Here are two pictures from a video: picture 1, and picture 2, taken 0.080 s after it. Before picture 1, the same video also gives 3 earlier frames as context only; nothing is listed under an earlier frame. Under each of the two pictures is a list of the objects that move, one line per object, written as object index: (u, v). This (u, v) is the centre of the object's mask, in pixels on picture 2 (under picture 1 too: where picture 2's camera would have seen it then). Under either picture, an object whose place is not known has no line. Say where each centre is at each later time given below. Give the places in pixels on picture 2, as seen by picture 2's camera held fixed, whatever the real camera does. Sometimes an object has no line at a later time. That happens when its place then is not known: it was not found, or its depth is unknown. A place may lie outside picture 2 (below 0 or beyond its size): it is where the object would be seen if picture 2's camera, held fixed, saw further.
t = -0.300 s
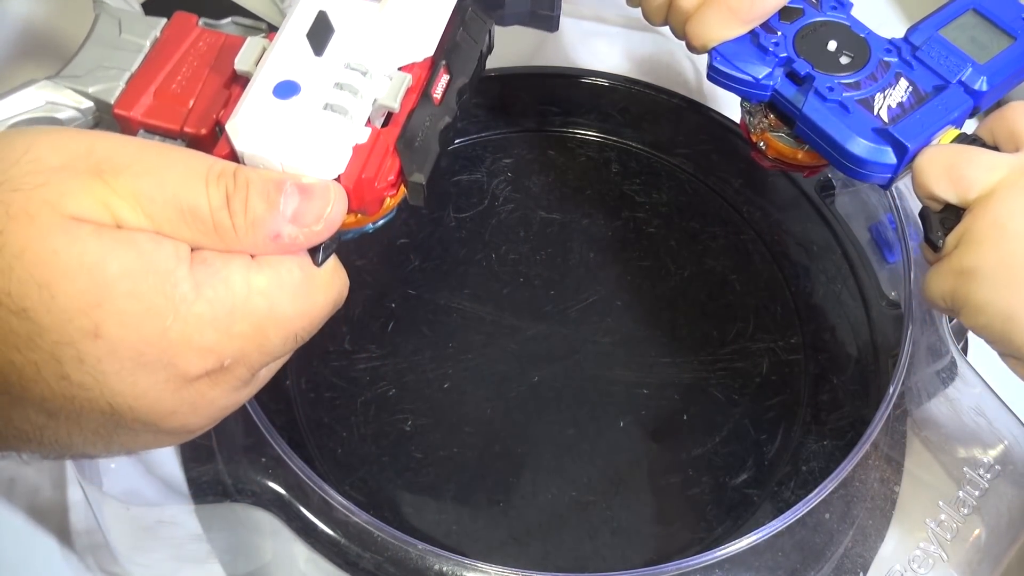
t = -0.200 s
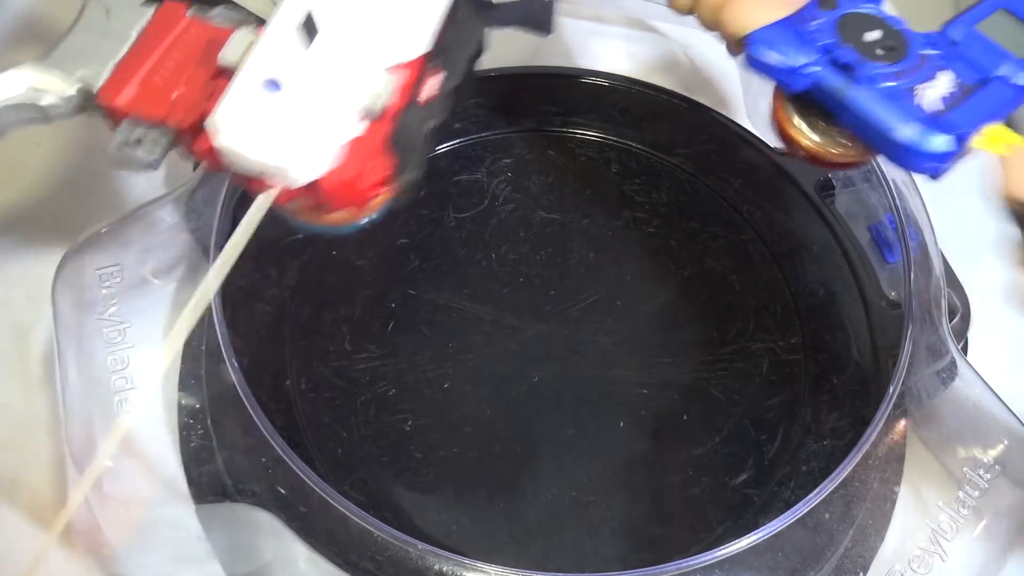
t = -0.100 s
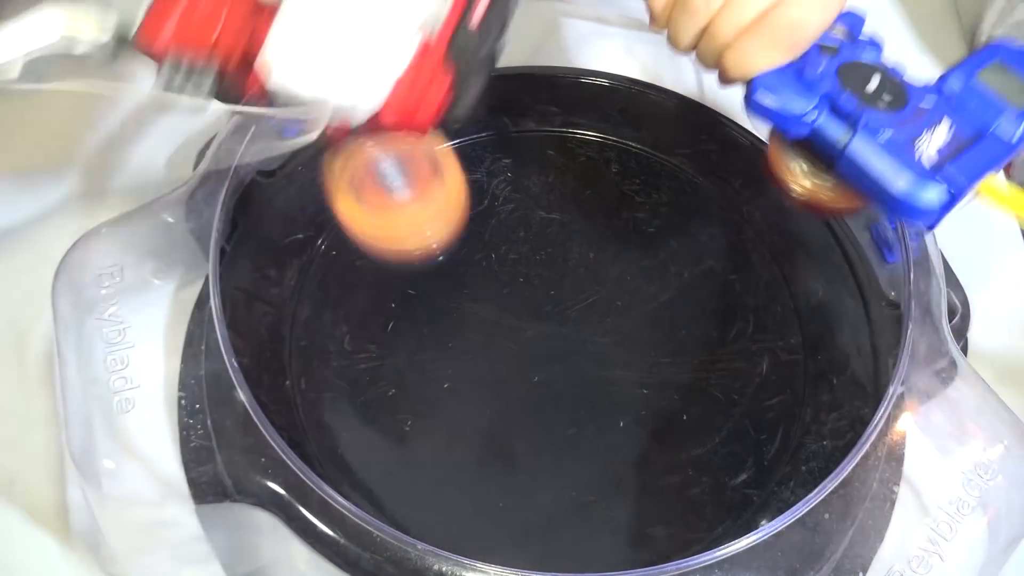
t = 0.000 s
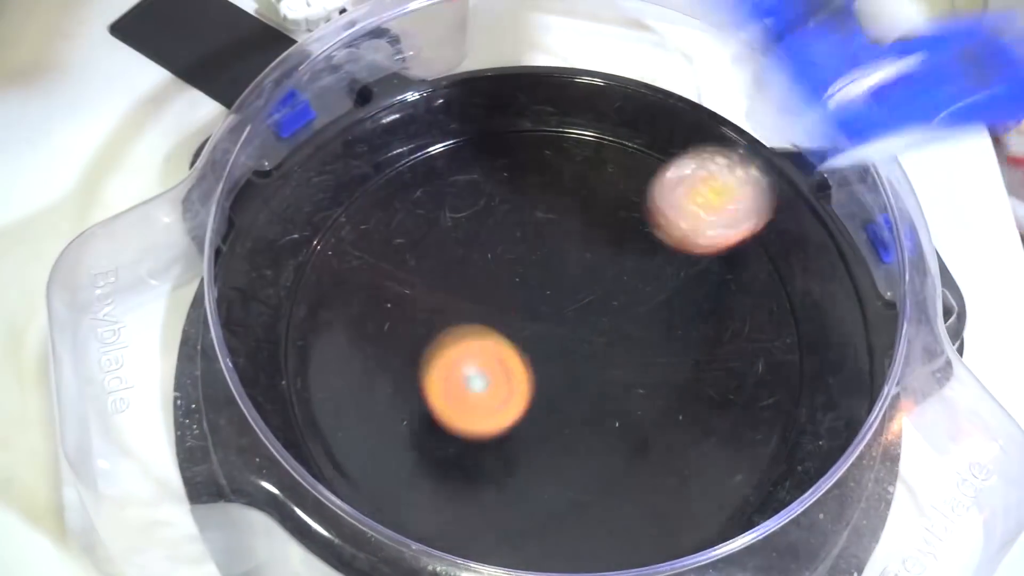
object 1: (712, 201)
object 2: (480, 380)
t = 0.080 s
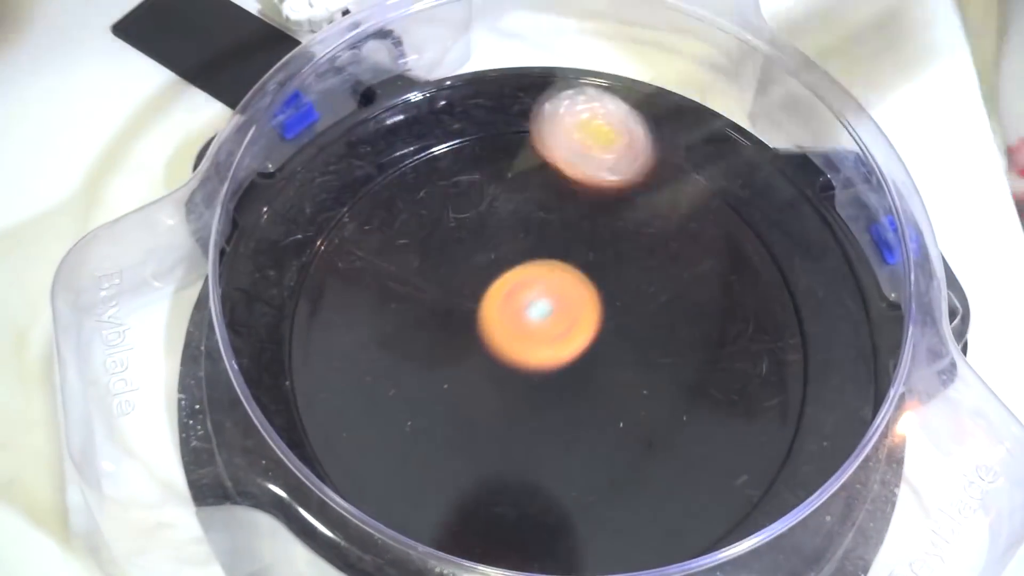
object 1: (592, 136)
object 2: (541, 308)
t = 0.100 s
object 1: (560, 118)
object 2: (557, 294)
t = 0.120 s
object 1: (528, 107)
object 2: (570, 293)
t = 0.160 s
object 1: (463, 94)
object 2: (599, 290)
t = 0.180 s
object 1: (430, 96)
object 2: (611, 301)
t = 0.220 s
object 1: (399, 109)
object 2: (635, 328)
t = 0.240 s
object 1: (393, 126)
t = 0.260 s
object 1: (385, 148)
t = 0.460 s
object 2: (646, 319)
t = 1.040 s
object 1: (651, 289)
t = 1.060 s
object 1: (641, 283)
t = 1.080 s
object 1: (629, 274)
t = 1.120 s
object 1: (604, 261)
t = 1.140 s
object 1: (590, 255)
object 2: (543, 340)
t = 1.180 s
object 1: (559, 246)
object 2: (544, 346)
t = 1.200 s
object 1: (544, 243)
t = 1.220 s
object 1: (528, 242)
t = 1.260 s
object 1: (500, 244)
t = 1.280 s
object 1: (487, 248)
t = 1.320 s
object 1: (465, 260)
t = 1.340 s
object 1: (458, 266)
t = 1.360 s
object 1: (453, 273)
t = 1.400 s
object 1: (447, 291)
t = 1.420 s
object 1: (445, 300)
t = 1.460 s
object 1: (446, 319)
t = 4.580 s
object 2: (345, 255)
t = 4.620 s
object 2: (363, 261)
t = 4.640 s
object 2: (374, 267)
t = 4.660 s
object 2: (385, 273)
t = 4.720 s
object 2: (422, 291)
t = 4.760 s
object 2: (444, 301)
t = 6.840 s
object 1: (581, 339)
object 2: (472, 321)
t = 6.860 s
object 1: (580, 339)
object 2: (474, 320)
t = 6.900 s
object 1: (592, 341)
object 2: (466, 316)
